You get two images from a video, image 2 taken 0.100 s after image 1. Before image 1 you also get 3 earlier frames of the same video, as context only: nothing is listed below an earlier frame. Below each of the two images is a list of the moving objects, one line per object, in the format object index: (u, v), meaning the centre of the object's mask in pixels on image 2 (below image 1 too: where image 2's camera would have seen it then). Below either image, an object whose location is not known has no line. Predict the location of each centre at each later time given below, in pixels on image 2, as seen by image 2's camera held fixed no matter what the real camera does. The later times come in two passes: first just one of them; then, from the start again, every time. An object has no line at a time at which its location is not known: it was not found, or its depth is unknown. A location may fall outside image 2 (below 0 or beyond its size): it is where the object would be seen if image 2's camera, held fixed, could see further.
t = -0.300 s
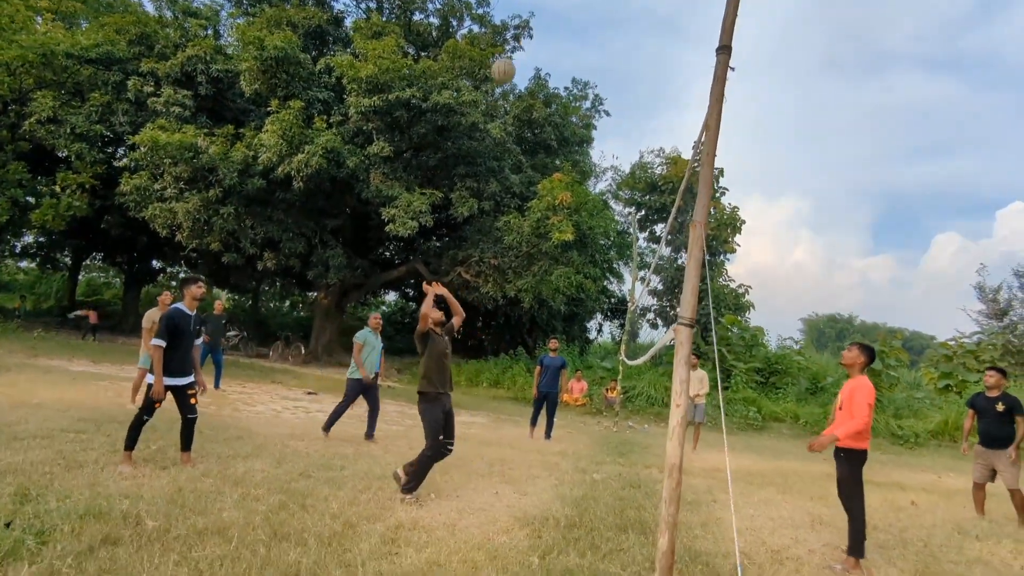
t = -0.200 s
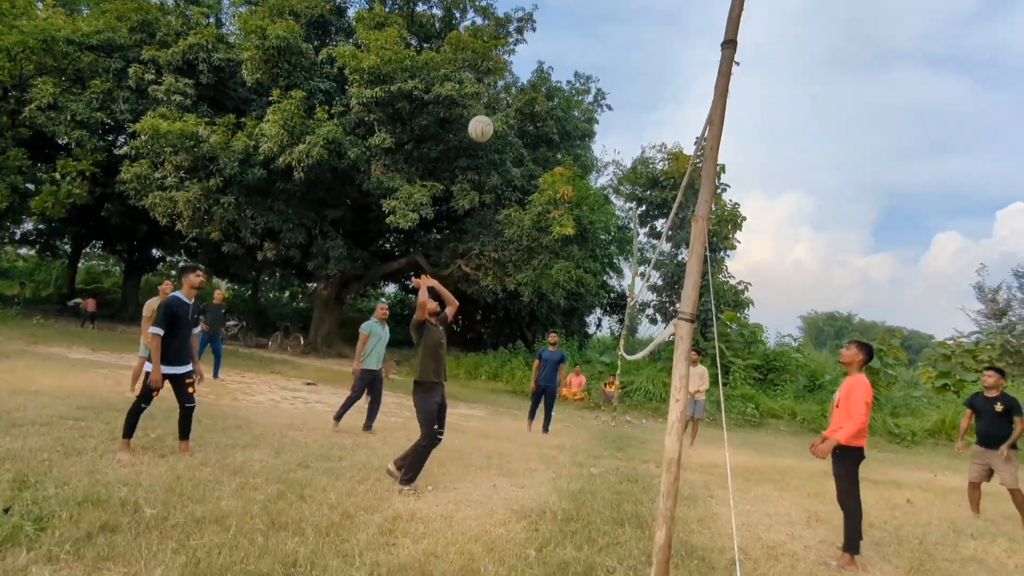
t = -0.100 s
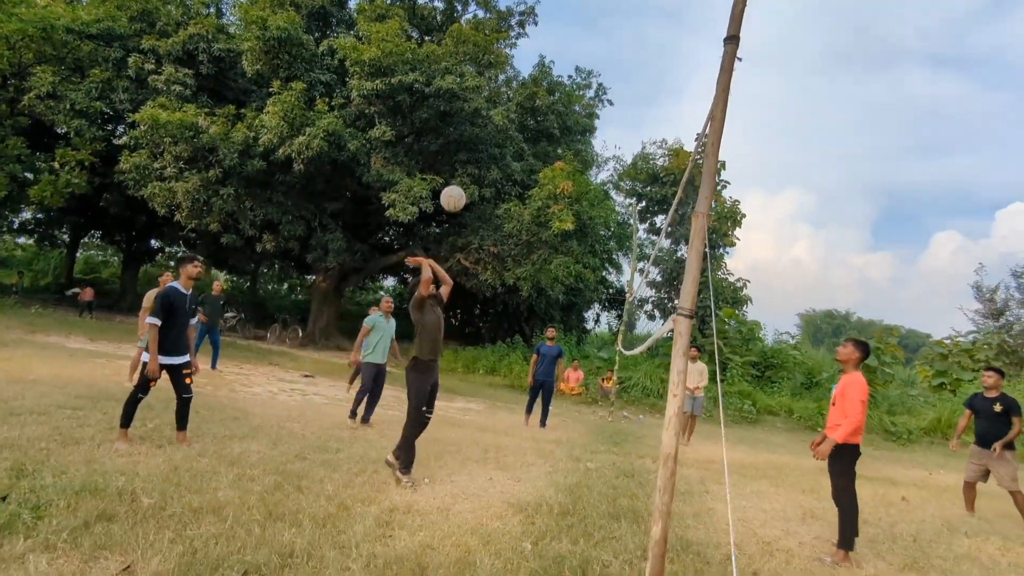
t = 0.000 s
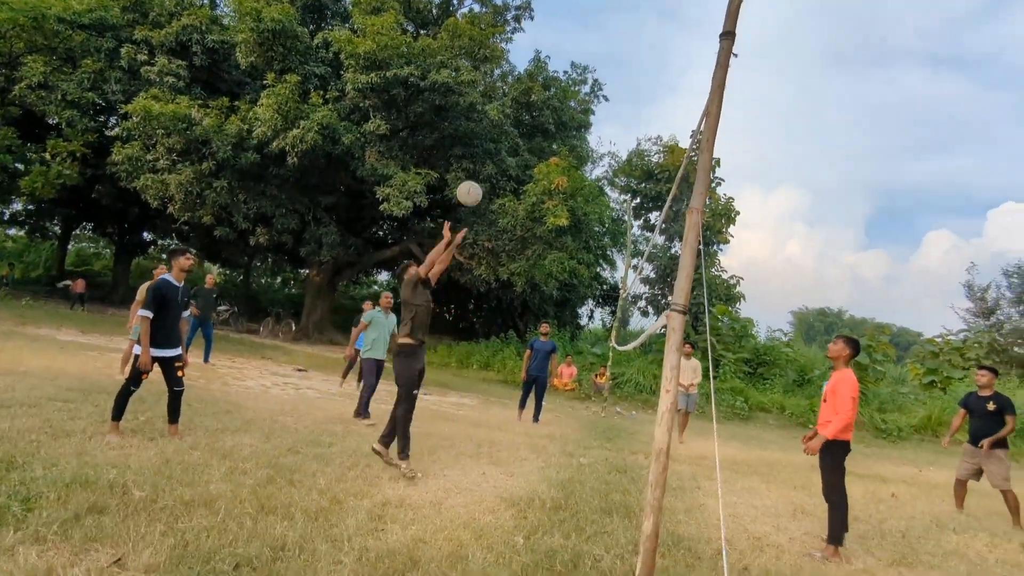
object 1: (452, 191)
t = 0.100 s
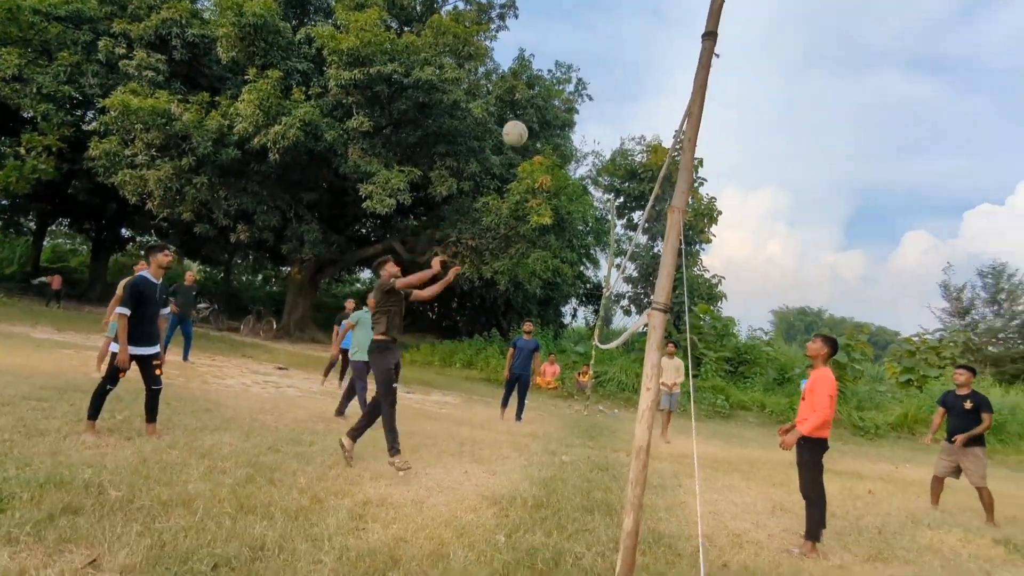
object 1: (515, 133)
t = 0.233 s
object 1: (597, 74)
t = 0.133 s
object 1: (535, 116)
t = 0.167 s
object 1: (556, 100)
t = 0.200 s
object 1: (577, 86)
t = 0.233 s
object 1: (597, 74)
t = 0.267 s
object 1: (616, 62)
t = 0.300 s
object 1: (636, 53)
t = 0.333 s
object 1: (656, 45)
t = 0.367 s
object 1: (675, 38)
